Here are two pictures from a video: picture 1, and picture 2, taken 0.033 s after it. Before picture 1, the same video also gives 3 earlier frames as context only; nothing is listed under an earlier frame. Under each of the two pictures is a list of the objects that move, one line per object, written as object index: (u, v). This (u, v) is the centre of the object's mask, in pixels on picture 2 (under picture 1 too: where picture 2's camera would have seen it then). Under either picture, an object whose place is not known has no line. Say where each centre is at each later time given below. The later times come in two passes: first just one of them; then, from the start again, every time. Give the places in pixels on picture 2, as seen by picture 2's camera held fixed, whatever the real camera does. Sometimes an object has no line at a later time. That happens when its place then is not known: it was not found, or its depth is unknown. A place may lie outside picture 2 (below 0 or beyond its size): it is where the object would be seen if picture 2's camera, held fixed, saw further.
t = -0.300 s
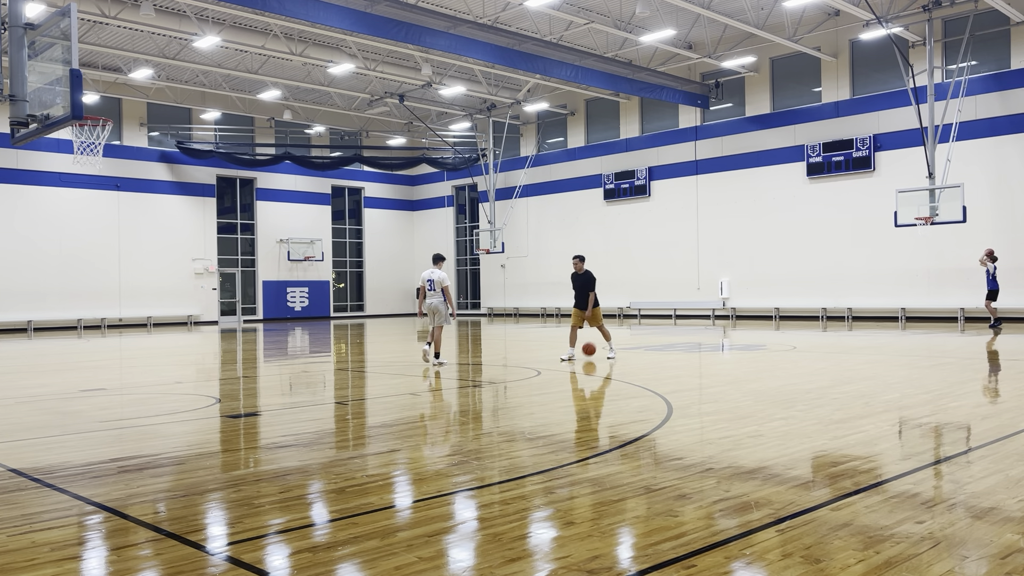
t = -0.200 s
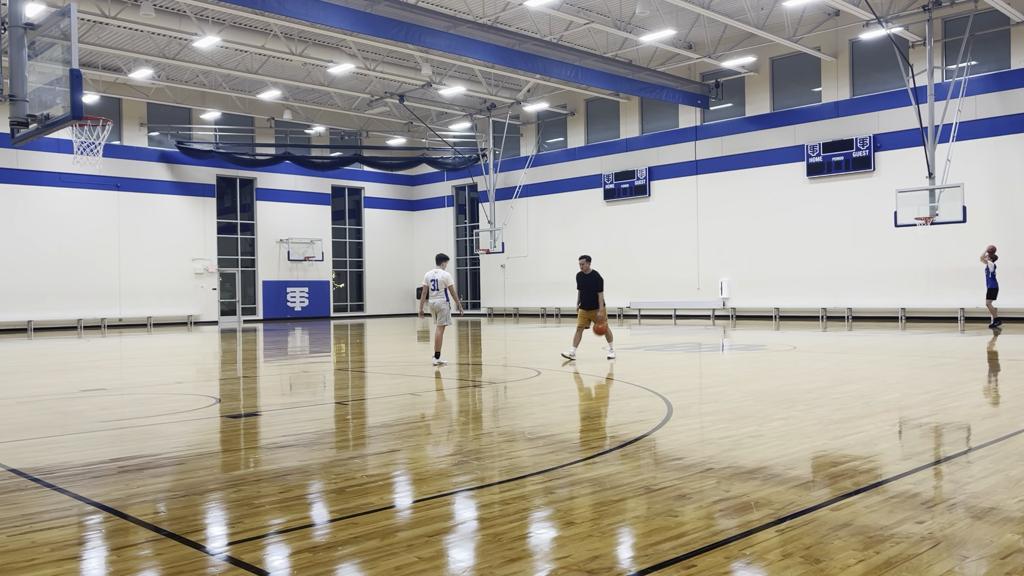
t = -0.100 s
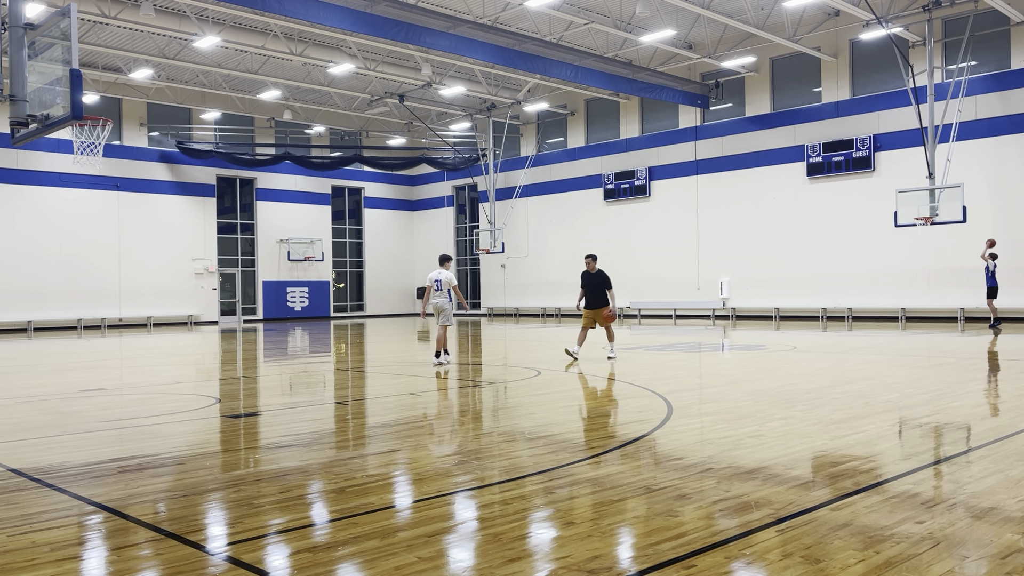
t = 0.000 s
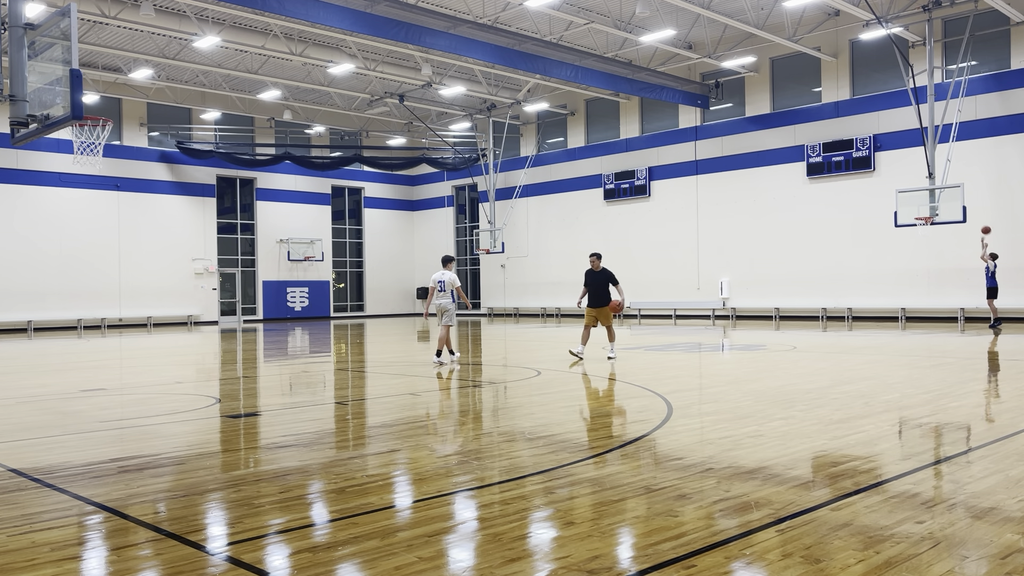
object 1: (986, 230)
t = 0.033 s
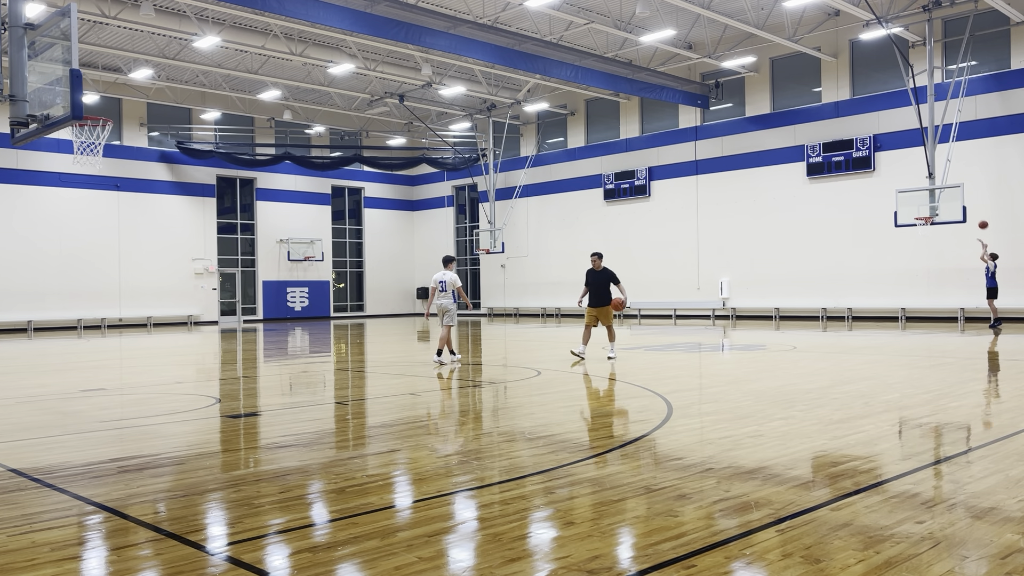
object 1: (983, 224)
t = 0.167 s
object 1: (972, 207)
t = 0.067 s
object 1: (980, 220)
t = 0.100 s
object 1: (978, 215)
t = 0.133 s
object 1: (975, 211)
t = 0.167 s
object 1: (972, 207)
